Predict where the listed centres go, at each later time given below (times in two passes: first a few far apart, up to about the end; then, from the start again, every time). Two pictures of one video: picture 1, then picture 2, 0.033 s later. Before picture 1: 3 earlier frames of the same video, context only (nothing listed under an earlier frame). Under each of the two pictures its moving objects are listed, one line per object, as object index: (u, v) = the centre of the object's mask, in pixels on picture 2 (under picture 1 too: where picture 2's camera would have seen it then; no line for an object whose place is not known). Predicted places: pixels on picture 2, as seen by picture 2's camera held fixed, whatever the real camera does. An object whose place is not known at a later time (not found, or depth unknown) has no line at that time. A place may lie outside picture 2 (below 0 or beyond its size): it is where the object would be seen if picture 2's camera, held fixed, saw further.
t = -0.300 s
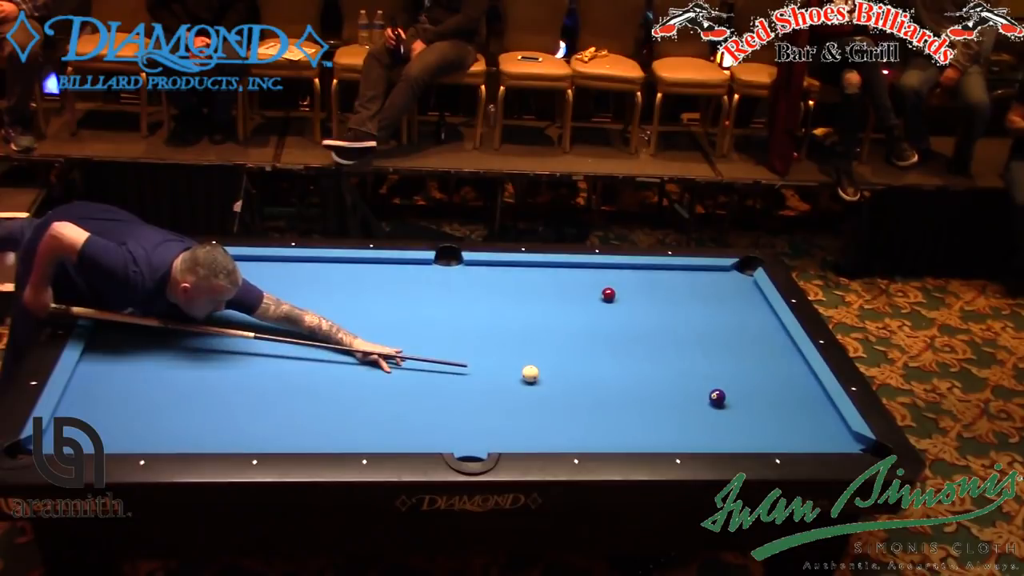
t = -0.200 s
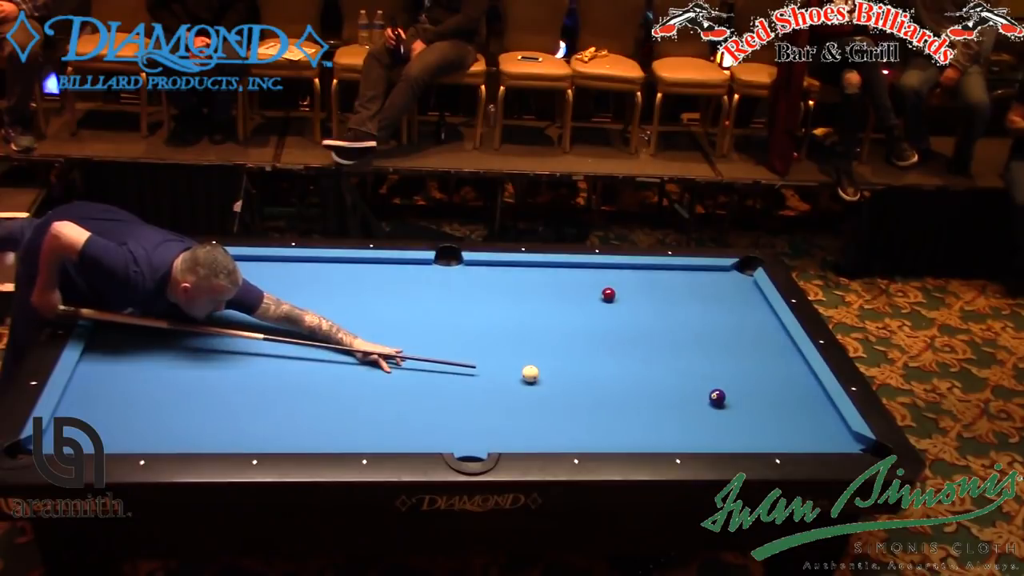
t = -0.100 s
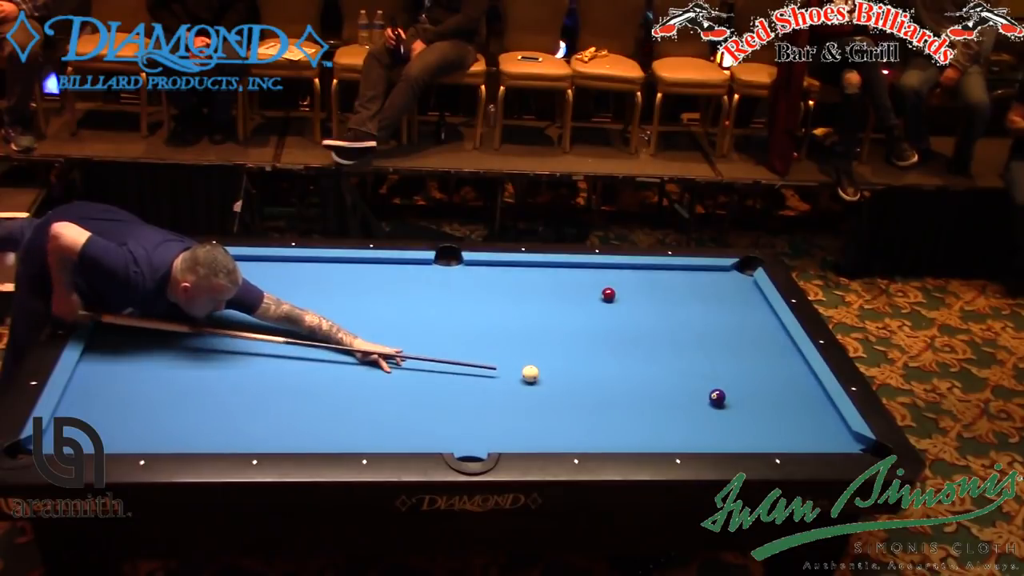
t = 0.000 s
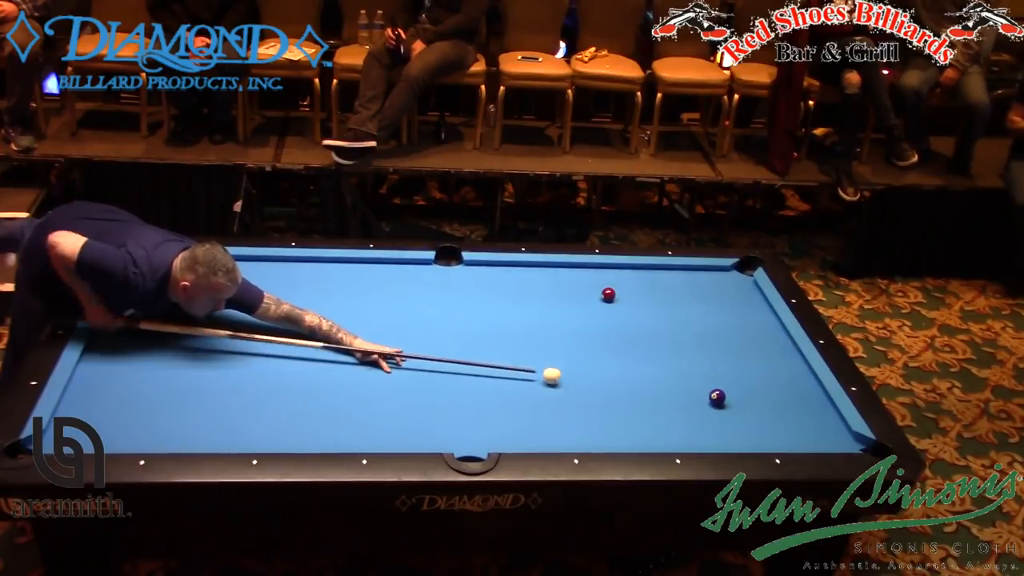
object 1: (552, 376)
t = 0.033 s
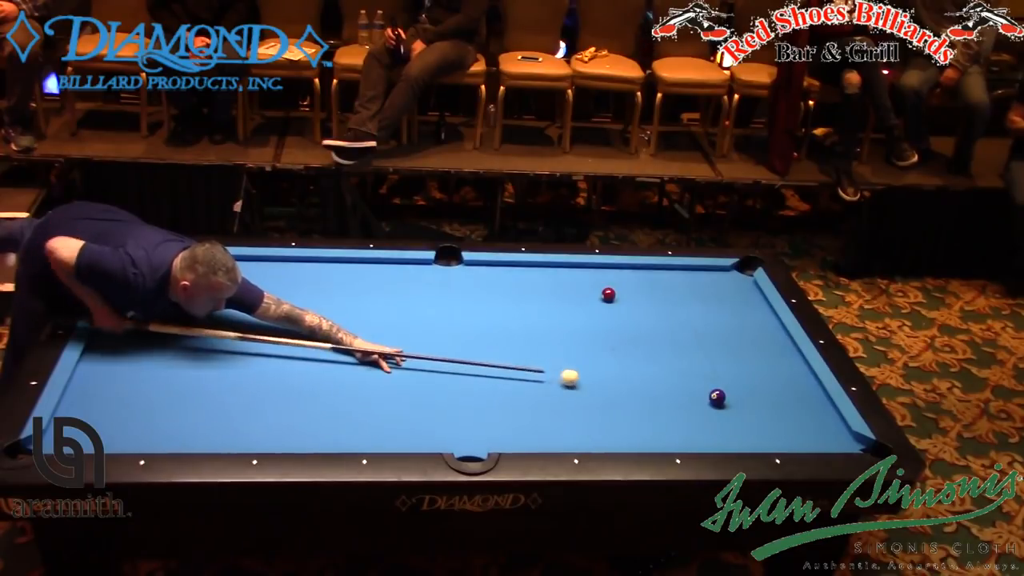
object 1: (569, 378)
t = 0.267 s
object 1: (679, 390)
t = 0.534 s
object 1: (728, 378)
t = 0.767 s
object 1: (764, 367)
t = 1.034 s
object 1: (793, 354)
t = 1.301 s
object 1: (759, 341)
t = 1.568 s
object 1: (728, 328)
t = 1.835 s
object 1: (700, 316)
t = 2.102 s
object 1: (673, 305)
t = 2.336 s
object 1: (652, 297)
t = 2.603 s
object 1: (629, 287)
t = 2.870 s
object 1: (608, 279)
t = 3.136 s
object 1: (588, 271)
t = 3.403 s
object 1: (574, 268)
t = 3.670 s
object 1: (565, 272)
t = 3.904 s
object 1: (558, 274)
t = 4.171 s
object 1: (551, 277)
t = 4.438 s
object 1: (544, 279)
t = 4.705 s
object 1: (539, 281)
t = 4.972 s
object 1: (534, 282)
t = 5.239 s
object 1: (531, 284)
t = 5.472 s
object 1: (529, 284)
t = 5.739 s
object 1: (527, 285)
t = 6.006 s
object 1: (527, 285)
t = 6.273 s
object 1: (527, 285)
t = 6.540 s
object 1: (527, 285)
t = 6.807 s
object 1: (527, 285)
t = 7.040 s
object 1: (527, 286)
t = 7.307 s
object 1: (527, 286)
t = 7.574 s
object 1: (527, 285)
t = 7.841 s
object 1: (527, 285)
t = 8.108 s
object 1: (527, 285)
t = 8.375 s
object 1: (527, 285)
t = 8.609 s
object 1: (527, 285)
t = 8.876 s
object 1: (527, 285)
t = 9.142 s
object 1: (527, 285)
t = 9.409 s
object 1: (527, 285)
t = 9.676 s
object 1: (527, 285)
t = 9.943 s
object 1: (527, 285)
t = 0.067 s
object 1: (586, 380)
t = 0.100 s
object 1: (602, 381)
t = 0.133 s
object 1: (618, 383)
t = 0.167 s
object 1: (633, 385)
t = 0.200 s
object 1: (649, 386)
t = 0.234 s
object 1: (664, 388)
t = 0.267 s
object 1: (679, 390)
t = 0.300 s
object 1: (694, 391)
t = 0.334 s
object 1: (703, 390)
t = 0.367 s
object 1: (706, 387)
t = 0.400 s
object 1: (709, 385)
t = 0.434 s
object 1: (713, 383)
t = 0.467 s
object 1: (718, 381)
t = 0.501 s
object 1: (723, 379)
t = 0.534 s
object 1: (728, 378)
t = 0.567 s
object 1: (734, 376)
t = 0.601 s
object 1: (739, 374)
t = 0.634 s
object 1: (744, 373)
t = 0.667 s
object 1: (749, 371)
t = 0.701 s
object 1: (754, 370)
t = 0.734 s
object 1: (759, 368)
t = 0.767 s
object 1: (764, 367)
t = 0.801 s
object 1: (768, 365)
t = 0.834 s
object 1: (773, 364)
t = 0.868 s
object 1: (778, 362)
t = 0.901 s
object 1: (783, 361)
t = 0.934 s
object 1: (787, 359)
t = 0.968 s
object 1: (792, 358)
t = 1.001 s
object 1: (797, 356)
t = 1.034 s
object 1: (793, 354)
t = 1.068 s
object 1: (788, 353)
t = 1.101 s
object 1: (784, 351)
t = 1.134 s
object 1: (779, 349)
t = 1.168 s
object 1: (775, 347)
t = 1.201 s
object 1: (771, 346)
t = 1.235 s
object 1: (767, 344)
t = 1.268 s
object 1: (763, 342)
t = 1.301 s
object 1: (759, 341)
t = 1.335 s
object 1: (755, 339)
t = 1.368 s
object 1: (752, 337)
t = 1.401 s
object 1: (747, 336)
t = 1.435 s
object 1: (744, 334)
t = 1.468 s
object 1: (740, 332)
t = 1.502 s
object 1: (736, 331)
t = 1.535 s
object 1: (732, 329)
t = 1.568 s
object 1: (728, 328)
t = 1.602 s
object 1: (725, 326)
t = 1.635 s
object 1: (721, 325)
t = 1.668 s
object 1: (718, 323)
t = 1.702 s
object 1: (714, 322)
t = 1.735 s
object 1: (710, 320)
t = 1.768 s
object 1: (707, 319)
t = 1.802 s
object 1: (703, 317)
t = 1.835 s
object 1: (700, 316)
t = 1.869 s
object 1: (696, 315)
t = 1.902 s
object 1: (693, 314)
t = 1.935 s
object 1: (690, 312)
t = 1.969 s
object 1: (686, 311)
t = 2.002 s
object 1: (683, 309)
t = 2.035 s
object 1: (680, 308)
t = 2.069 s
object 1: (676, 307)
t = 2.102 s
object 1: (673, 305)
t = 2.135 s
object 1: (670, 304)
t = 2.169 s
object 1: (667, 303)
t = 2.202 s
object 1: (664, 301)
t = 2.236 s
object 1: (661, 300)
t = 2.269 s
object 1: (658, 299)
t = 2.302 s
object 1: (655, 298)
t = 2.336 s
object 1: (652, 297)
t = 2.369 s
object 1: (649, 295)
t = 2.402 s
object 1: (646, 294)
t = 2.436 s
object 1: (643, 293)
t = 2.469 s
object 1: (640, 292)
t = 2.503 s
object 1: (637, 291)
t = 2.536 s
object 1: (635, 289)
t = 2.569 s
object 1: (632, 288)
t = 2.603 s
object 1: (629, 287)
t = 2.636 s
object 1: (626, 286)
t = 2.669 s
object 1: (623, 285)
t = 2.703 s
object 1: (621, 284)
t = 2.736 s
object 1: (618, 283)
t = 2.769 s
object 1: (616, 282)
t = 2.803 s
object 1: (613, 281)
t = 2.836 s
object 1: (610, 280)
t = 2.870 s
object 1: (608, 279)
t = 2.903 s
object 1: (605, 278)
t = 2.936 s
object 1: (603, 277)
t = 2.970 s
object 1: (601, 276)
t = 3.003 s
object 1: (598, 275)
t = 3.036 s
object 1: (595, 274)
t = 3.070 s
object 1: (593, 273)
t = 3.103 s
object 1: (591, 272)
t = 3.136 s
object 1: (588, 271)
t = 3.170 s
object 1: (586, 270)
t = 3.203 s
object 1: (584, 269)
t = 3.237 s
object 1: (581, 268)
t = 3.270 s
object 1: (580, 267)
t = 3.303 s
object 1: (578, 267)
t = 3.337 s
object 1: (577, 267)
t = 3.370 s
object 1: (575, 268)
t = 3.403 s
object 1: (574, 268)
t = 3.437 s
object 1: (573, 268)
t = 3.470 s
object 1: (572, 269)
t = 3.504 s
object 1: (571, 269)
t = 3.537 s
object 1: (570, 270)
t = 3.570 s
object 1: (568, 270)
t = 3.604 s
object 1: (567, 271)
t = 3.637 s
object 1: (566, 271)
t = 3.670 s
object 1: (565, 272)
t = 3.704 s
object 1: (564, 272)
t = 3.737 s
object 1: (563, 272)
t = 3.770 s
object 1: (562, 273)
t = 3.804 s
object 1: (561, 273)
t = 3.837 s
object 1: (560, 273)
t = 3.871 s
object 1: (559, 274)
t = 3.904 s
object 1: (558, 274)
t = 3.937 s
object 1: (557, 275)
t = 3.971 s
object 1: (556, 275)
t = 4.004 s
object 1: (555, 275)
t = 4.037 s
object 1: (554, 276)
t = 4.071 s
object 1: (553, 276)
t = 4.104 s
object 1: (552, 276)
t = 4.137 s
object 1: (551, 276)
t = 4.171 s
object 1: (551, 277)
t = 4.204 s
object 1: (550, 277)
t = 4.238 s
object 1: (549, 277)
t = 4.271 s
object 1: (548, 277)
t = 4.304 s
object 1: (547, 278)
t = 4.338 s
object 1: (546, 278)
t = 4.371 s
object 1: (546, 278)
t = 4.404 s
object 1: (545, 279)
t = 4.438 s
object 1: (544, 279)
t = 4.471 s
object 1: (543, 279)
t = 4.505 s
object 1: (543, 280)
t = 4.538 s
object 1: (542, 280)
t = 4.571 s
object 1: (541, 280)
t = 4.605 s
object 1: (541, 280)
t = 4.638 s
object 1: (540, 281)
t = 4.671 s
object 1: (539, 281)
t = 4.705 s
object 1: (539, 281)
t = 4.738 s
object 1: (538, 281)
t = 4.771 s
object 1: (537, 281)
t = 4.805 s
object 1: (537, 282)
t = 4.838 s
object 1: (536, 282)
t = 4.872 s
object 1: (536, 282)
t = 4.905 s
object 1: (535, 282)
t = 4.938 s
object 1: (535, 282)
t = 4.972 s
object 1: (534, 282)
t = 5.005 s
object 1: (534, 283)
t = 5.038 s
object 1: (533, 283)
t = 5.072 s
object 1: (533, 283)
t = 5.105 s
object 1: (532, 283)
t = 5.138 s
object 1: (532, 283)
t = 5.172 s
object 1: (532, 283)
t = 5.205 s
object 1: (531, 283)
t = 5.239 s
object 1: (531, 284)
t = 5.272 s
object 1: (530, 284)
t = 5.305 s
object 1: (530, 284)
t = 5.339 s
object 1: (530, 284)
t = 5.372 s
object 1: (529, 284)
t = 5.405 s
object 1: (529, 284)
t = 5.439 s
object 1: (529, 284)
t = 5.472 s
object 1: (529, 284)
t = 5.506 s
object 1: (529, 285)
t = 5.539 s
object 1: (528, 285)
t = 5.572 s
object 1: (528, 285)
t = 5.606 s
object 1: (528, 285)
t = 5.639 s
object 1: (528, 285)
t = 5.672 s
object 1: (528, 285)
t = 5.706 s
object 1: (527, 285)
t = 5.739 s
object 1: (527, 285)
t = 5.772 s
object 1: (527, 285)
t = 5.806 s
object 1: (527, 285)
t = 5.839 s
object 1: (527, 285)
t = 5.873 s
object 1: (527, 286)
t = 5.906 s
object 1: (527, 285)
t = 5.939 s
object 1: (527, 285)
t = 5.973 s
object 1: (527, 285)
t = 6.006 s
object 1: (527, 285)
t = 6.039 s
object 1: (527, 285)
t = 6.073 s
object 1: (527, 285)
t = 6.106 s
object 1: (527, 285)
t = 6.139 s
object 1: (527, 285)
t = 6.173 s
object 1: (527, 285)
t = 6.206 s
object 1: (527, 285)
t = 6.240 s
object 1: (527, 285)
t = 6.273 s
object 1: (527, 285)
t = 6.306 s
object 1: (527, 285)
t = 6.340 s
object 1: (527, 285)
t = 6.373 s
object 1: (527, 285)
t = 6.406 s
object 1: (527, 285)
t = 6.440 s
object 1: (527, 285)
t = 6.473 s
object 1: (527, 285)
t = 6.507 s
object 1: (527, 285)
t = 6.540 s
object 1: (527, 285)
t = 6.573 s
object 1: (527, 285)
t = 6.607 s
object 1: (527, 285)
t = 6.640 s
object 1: (527, 285)
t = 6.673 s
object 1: (527, 285)
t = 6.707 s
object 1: (527, 285)
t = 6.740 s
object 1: (527, 285)
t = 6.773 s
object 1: (527, 285)
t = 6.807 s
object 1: (527, 285)
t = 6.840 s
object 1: (527, 285)
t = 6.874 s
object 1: (527, 285)
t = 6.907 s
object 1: (527, 285)
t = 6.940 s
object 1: (527, 285)
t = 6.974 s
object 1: (527, 285)
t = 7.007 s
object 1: (527, 286)
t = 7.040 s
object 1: (527, 286)
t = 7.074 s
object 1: (527, 286)
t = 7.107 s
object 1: (527, 286)
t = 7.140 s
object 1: (527, 286)
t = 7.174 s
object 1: (527, 286)
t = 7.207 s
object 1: (527, 285)
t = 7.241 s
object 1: (527, 286)
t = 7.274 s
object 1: (527, 286)
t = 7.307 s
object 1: (527, 286)
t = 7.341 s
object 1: (527, 285)
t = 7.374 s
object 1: (527, 285)
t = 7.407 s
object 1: (527, 285)
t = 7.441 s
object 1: (527, 285)
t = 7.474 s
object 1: (527, 285)
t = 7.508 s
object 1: (527, 285)
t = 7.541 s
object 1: (527, 285)
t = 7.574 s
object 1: (527, 285)
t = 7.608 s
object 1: (527, 285)
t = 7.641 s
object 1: (527, 285)
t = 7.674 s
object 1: (527, 285)
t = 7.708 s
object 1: (527, 285)
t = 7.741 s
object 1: (527, 285)
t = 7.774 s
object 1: (527, 285)
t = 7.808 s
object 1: (527, 285)
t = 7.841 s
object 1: (527, 285)
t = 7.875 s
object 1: (527, 285)
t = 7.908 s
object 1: (527, 285)
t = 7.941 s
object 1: (527, 285)
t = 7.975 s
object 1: (527, 285)
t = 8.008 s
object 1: (527, 285)
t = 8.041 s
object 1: (527, 285)
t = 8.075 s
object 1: (527, 285)
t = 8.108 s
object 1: (527, 285)
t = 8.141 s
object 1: (527, 285)
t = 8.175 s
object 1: (527, 285)
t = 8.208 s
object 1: (527, 285)
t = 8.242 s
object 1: (527, 285)
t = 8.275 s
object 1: (527, 285)
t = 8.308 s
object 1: (527, 285)
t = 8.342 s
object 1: (527, 285)
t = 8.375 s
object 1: (527, 285)
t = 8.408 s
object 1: (527, 285)
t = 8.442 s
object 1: (527, 285)
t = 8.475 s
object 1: (527, 285)
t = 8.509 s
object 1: (527, 285)
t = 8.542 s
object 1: (527, 285)
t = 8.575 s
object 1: (527, 285)
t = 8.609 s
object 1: (527, 285)
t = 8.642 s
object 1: (527, 285)
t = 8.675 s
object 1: (527, 285)
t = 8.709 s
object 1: (527, 285)
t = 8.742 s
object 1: (527, 285)
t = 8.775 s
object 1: (527, 285)
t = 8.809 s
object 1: (527, 285)
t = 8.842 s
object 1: (527, 285)
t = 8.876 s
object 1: (527, 285)
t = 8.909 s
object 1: (527, 285)
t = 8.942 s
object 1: (527, 285)
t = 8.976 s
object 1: (527, 285)
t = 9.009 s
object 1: (527, 285)
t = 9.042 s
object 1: (527, 285)
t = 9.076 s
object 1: (527, 285)
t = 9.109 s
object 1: (527, 285)
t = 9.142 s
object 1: (527, 285)
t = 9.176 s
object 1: (527, 285)
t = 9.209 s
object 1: (527, 285)
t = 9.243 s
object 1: (527, 285)
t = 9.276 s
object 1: (527, 285)
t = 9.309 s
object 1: (527, 285)
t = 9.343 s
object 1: (527, 285)
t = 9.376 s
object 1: (527, 285)
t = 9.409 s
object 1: (527, 285)
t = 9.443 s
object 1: (527, 285)
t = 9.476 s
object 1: (527, 285)
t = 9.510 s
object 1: (527, 285)
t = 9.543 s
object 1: (527, 285)
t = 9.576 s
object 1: (527, 285)
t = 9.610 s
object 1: (527, 285)
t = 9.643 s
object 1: (527, 285)
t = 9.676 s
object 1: (527, 285)
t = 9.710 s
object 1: (527, 285)
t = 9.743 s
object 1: (527, 285)
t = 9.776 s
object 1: (527, 285)
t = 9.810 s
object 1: (527, 285)
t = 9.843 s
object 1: (527, 285)
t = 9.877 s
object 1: (527, 285)
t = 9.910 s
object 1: (527, 285)
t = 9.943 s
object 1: (527, 285)
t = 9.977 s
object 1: (527, 285)
